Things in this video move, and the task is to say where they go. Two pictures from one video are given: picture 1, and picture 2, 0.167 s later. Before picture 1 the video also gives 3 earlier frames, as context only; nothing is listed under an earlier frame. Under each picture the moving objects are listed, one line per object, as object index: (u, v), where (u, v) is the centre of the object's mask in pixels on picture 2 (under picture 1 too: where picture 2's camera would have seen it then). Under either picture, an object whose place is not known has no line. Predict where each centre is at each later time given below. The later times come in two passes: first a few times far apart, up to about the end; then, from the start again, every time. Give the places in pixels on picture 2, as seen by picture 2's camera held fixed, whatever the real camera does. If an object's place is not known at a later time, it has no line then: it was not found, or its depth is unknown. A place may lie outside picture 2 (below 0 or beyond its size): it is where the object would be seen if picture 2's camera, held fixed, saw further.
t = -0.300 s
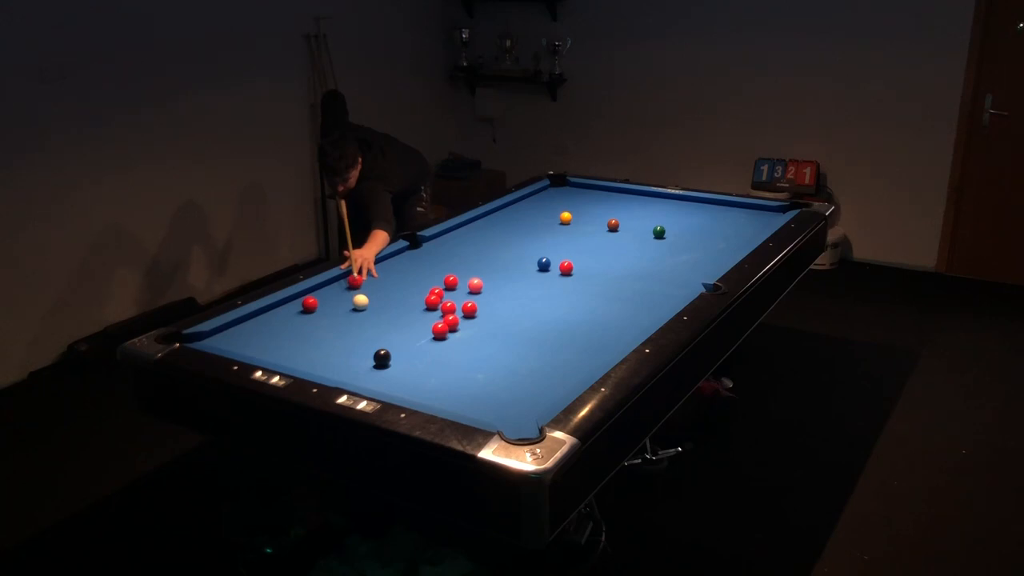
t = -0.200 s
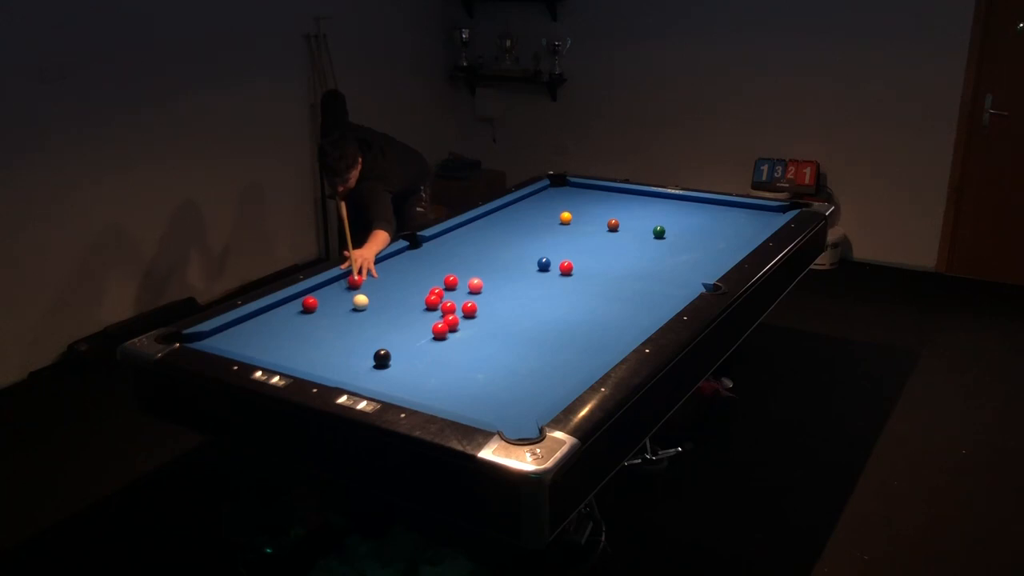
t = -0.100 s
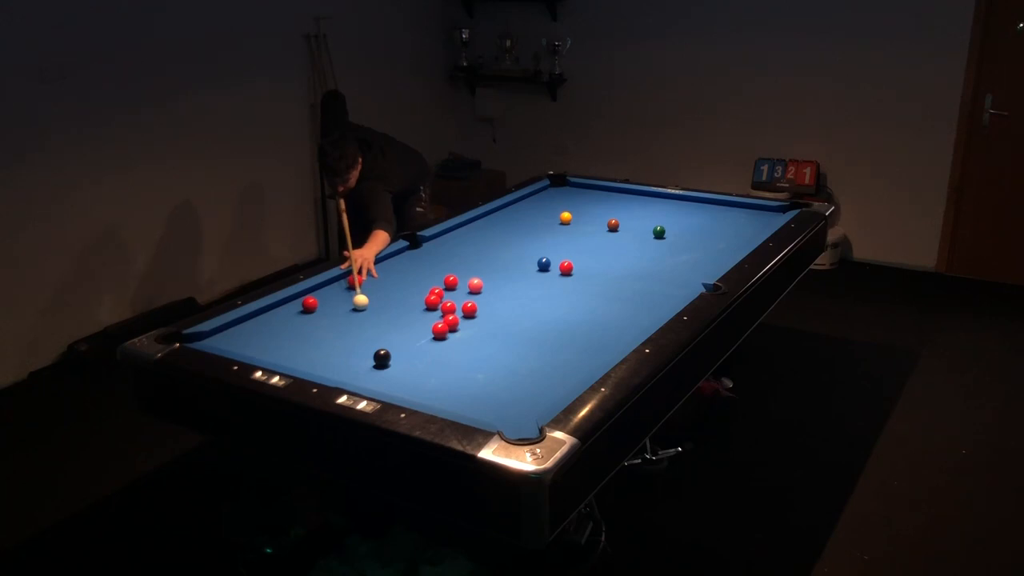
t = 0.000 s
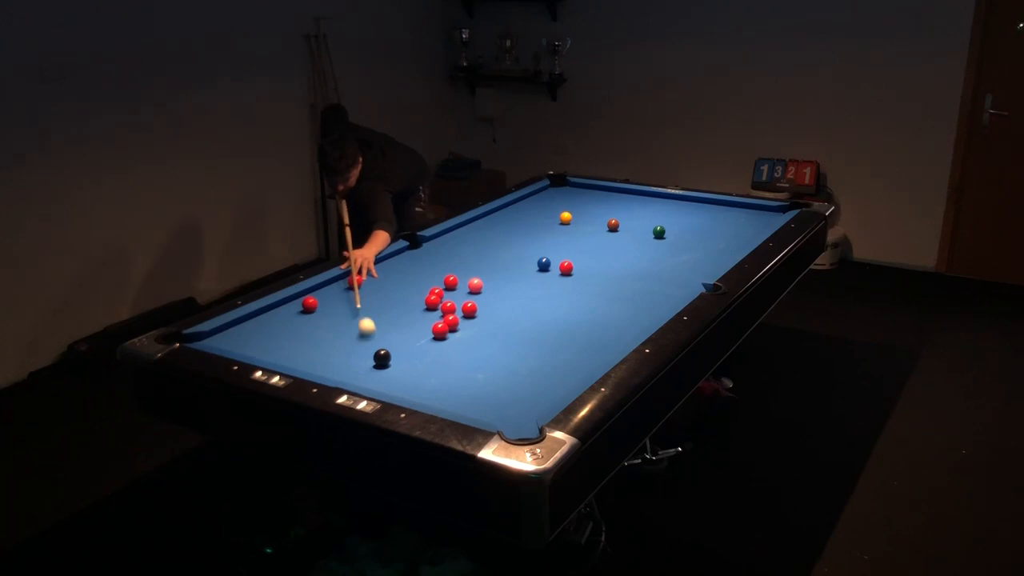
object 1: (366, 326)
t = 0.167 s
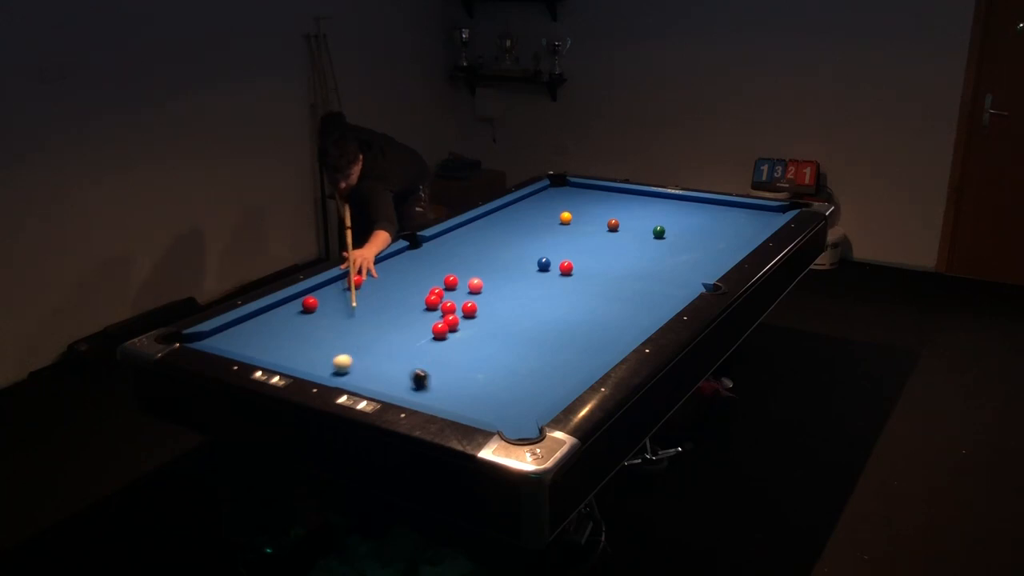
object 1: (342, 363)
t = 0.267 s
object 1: (328, 368)
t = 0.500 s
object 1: (357, 349)
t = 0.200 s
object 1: (332, 367)
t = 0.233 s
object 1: (324, 370)
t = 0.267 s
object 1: (328, 368)
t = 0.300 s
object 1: (332, 366)
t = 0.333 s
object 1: (336, 363)
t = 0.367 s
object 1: (341, 360)
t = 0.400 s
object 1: (345, 357)
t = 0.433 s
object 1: (349, 355)
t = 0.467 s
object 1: (353, 352)
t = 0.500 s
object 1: (357, 349)
